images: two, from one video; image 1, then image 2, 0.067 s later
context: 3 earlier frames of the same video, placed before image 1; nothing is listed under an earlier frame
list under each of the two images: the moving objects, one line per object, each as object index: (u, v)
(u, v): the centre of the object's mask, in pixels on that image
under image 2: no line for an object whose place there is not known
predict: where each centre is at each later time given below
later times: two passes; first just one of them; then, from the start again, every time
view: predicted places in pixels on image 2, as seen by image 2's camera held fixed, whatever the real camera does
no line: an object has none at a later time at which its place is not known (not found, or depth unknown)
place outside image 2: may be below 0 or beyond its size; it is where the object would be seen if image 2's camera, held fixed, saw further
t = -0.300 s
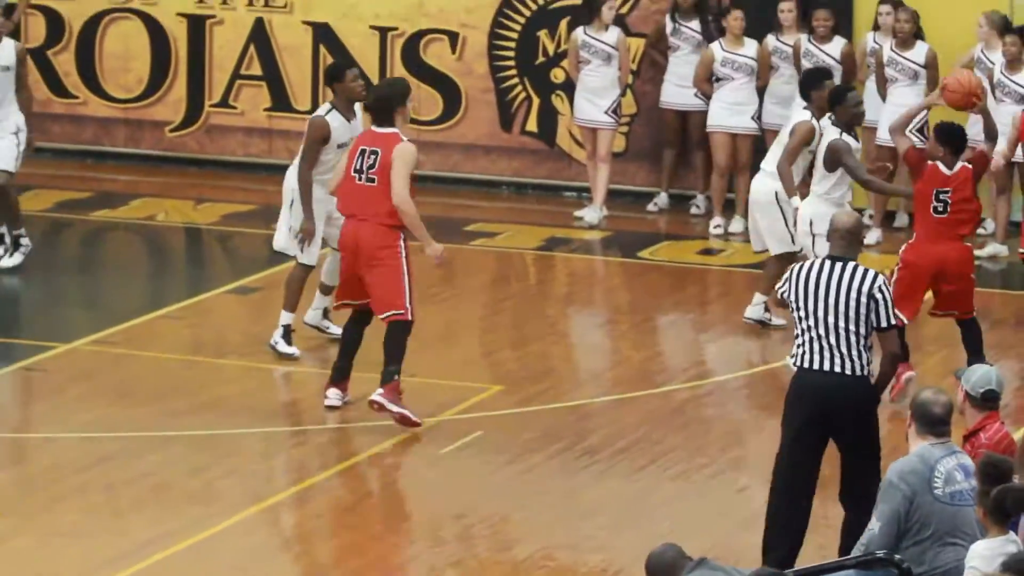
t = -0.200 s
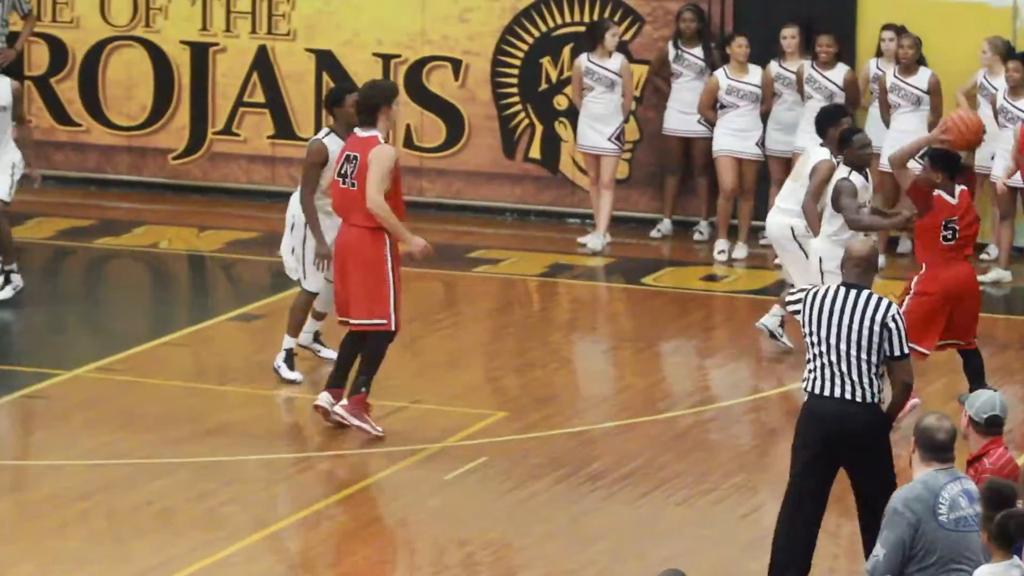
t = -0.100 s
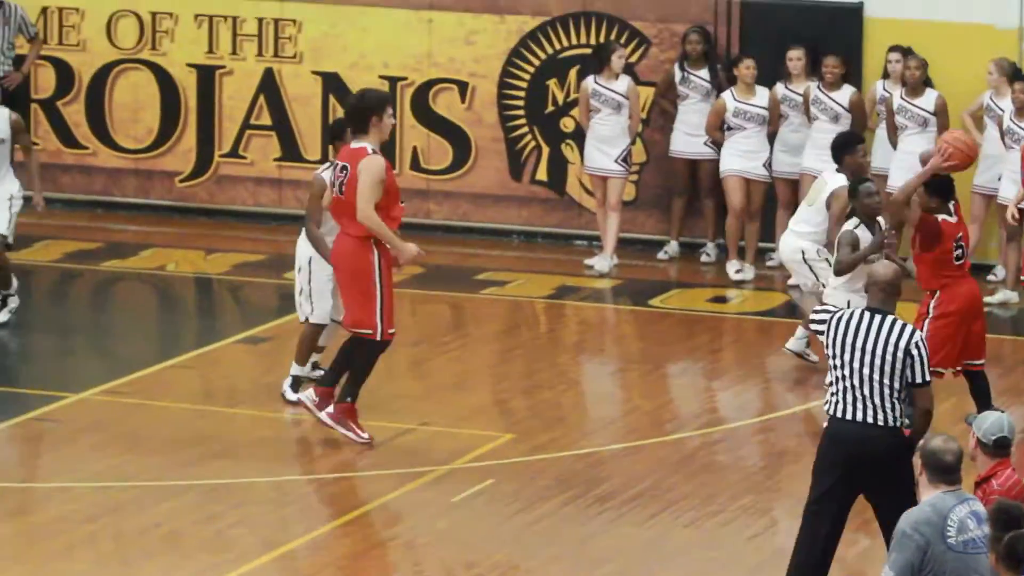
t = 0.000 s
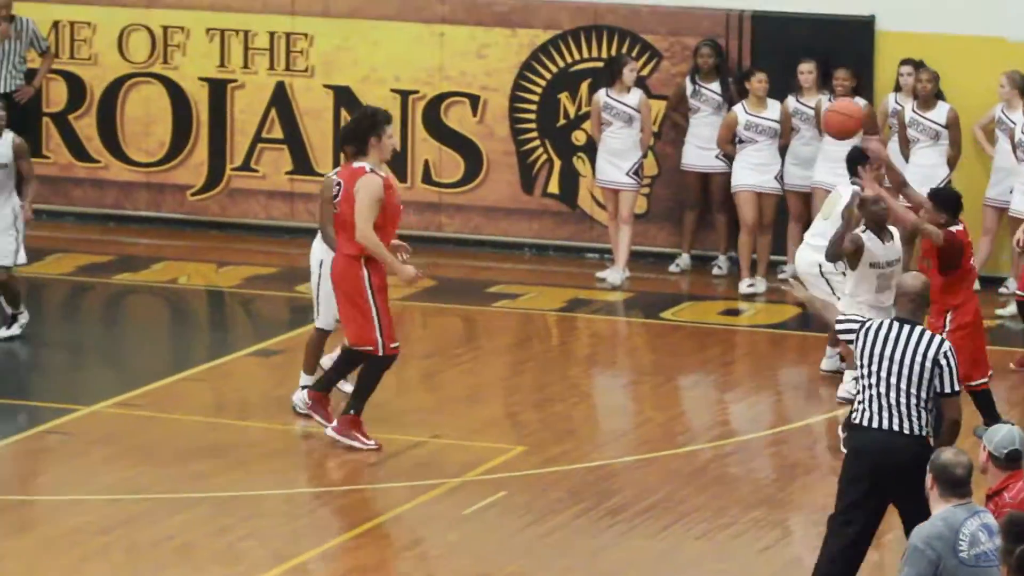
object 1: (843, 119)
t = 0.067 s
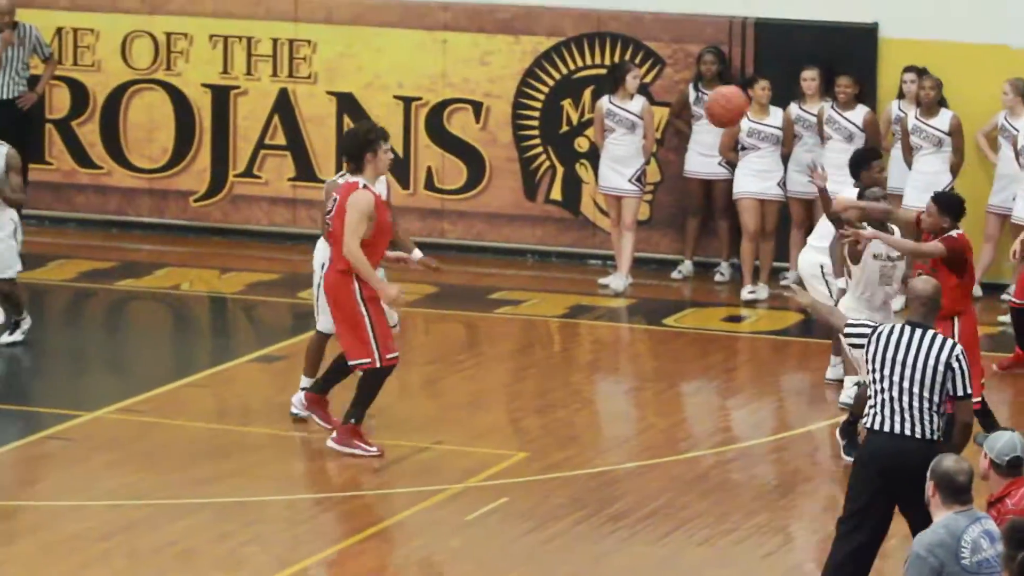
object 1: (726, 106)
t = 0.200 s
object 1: (488, 93)
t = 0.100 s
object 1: (668, 99)
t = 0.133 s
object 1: (607, 95)
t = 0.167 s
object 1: (548, 94)
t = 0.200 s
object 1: (488, 93)
